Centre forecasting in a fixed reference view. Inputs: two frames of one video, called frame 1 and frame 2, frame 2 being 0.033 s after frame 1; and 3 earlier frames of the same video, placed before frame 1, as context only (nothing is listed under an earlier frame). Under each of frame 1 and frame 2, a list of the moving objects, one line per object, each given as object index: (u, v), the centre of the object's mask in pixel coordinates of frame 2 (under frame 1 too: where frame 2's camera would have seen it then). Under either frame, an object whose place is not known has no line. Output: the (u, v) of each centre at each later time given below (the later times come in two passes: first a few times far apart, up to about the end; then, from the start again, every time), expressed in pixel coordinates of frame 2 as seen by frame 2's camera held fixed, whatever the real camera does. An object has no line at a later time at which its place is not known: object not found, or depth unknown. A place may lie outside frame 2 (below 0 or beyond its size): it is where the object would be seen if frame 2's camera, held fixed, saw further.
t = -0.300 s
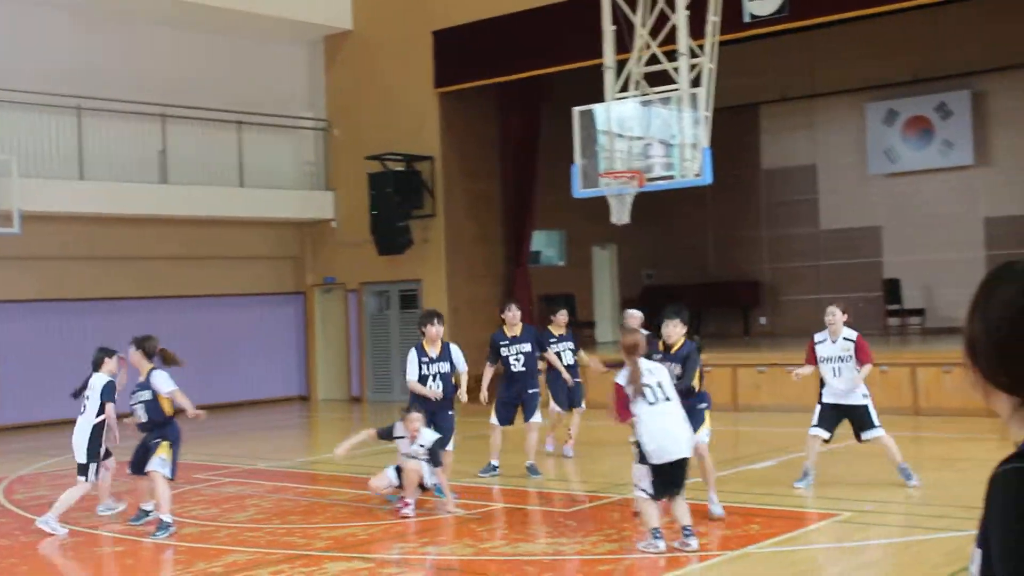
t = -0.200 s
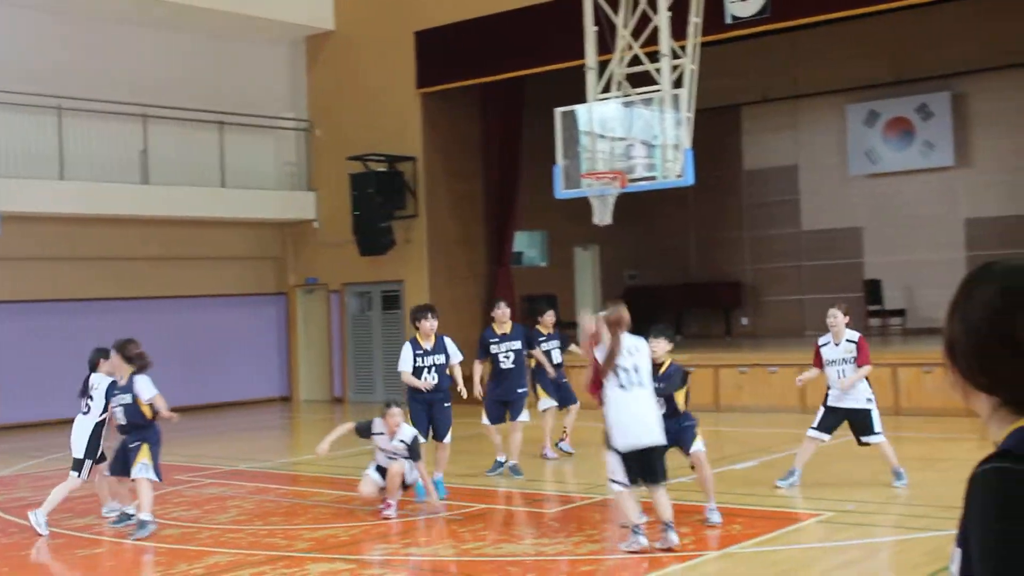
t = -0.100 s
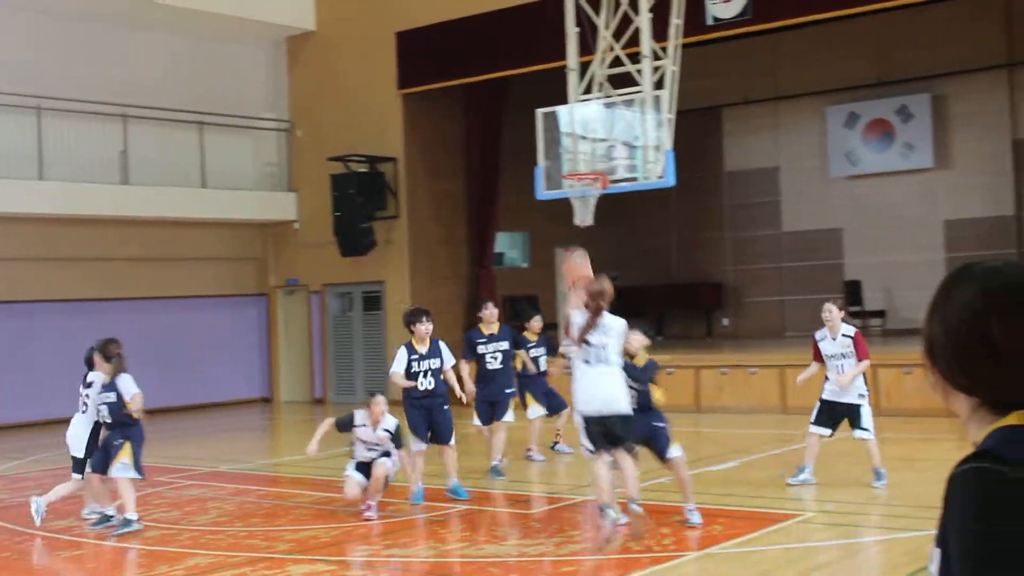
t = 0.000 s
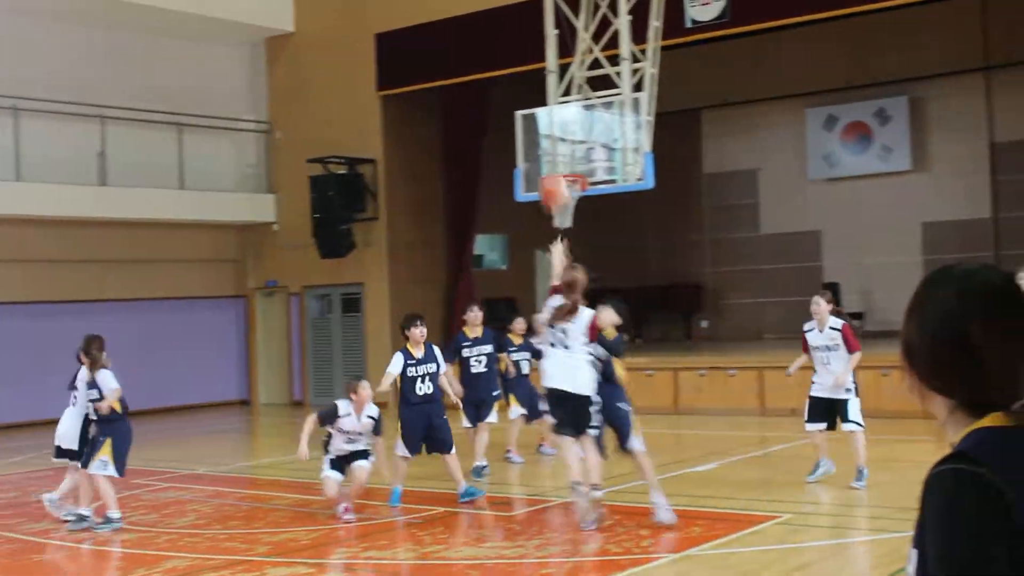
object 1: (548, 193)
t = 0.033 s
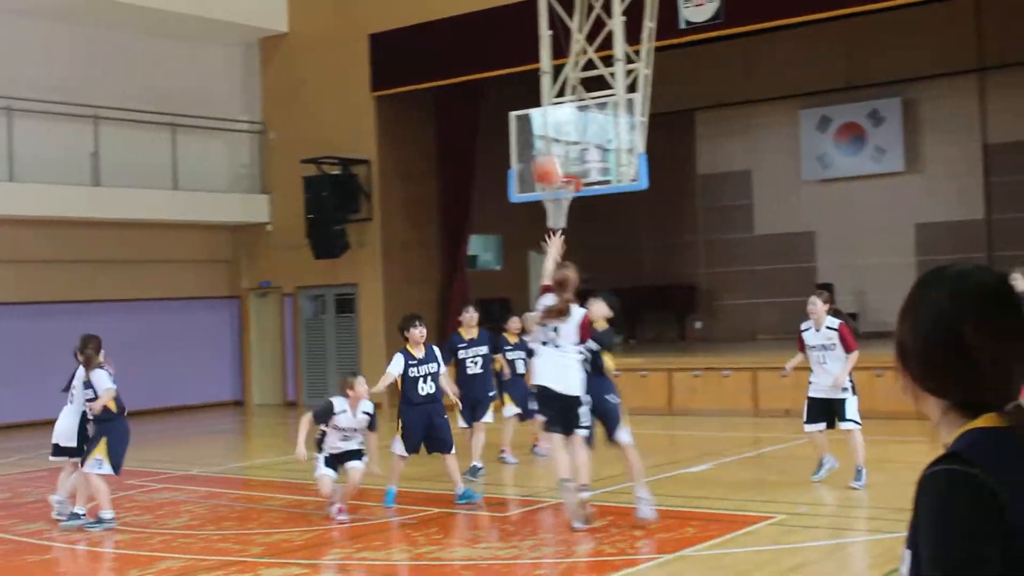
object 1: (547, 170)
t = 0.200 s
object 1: (547, 87)
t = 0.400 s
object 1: (548, 39)
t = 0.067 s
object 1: (547, 151)
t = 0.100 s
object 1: (546, 132)
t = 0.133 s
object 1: (545, 112)
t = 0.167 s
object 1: (546, 97)
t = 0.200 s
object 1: (547, 87)
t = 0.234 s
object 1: (547, 76)
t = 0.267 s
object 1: (548, 65)
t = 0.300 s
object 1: (548, 55)
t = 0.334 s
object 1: (548, 50)
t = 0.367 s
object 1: (548, 44)
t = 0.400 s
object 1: (548, 39)
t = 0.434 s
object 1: (548, 37)
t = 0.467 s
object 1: (549, 34)
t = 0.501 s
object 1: (549, 34)
